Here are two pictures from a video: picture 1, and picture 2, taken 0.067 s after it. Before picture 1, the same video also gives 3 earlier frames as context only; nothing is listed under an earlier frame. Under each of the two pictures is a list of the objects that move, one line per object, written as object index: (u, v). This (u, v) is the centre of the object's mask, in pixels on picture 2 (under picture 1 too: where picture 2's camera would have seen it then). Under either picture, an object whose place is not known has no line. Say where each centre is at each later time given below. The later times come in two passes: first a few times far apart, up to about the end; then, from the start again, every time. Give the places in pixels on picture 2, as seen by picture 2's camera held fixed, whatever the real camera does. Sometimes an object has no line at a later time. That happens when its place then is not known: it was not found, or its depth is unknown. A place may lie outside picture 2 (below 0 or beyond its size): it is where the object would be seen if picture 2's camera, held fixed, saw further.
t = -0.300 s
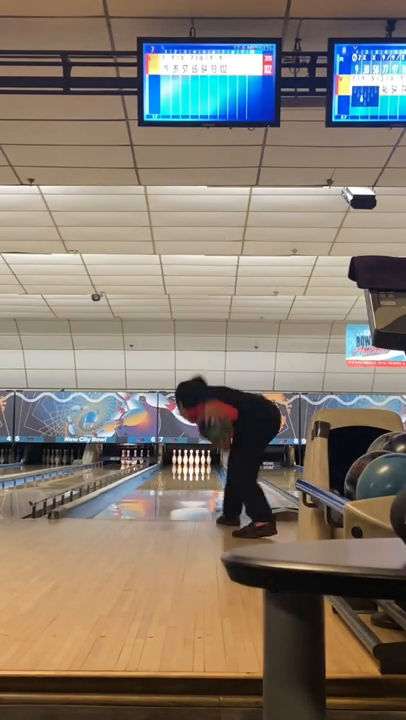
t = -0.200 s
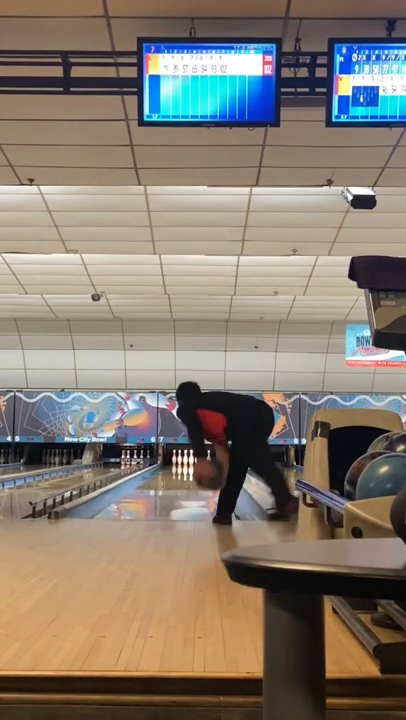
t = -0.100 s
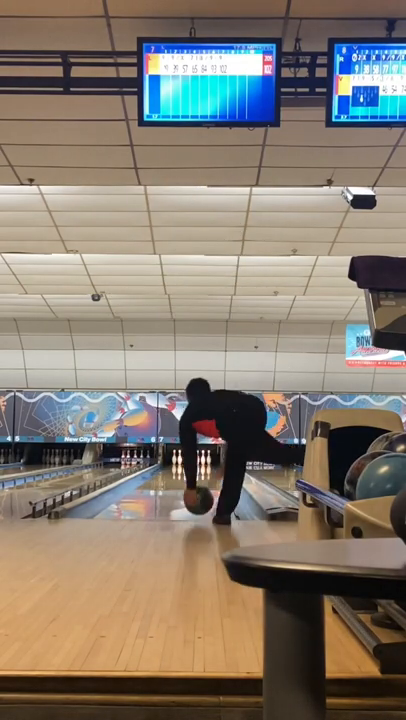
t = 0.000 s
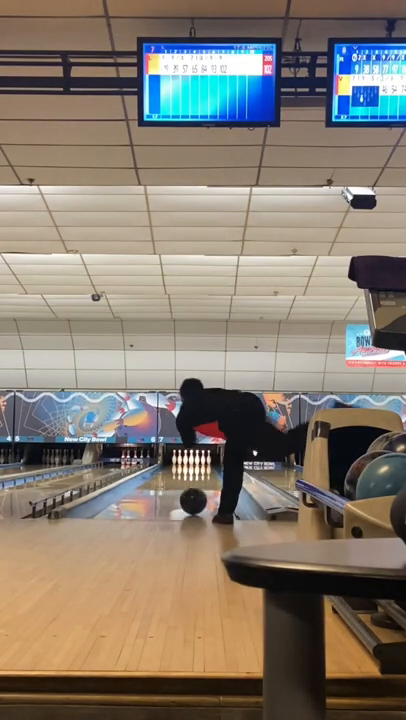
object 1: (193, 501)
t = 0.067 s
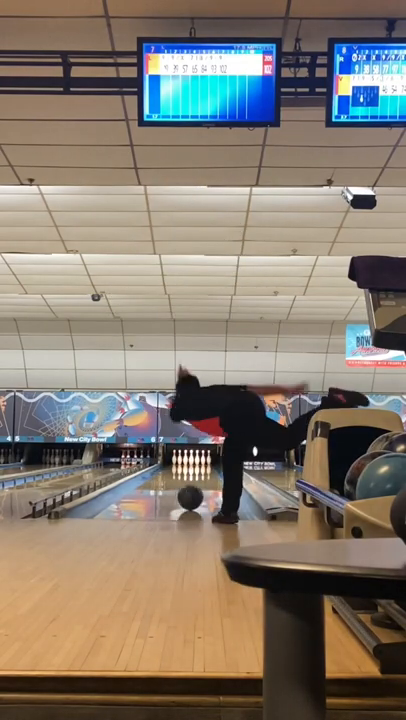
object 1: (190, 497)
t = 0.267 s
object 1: (183, 489)
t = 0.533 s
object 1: (177, 482)
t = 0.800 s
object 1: (174, 477)
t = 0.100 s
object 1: (188, 496)
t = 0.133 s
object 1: (187, 495)
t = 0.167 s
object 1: (186, 493)
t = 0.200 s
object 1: (185, 491)
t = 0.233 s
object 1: (184, 490)
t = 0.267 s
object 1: (183, 489)
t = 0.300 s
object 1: (182, 488)
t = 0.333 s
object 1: (181, 487)
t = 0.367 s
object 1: (181, 486)
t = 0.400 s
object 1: (180, 485)
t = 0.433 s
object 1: (179, 484)
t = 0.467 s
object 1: (178, 483)
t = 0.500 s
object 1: (178, 482)
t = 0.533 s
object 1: (177, 482)
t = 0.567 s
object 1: (177, 481)
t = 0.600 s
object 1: (176, 480)
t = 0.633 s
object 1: (176, 479)
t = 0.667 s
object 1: (175, 479)
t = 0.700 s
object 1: (175, 478)
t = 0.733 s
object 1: (174, 478)
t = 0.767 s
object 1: (174, 477)
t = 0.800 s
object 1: (174, 477)
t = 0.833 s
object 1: (173, 476)
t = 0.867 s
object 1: (173, 475)
